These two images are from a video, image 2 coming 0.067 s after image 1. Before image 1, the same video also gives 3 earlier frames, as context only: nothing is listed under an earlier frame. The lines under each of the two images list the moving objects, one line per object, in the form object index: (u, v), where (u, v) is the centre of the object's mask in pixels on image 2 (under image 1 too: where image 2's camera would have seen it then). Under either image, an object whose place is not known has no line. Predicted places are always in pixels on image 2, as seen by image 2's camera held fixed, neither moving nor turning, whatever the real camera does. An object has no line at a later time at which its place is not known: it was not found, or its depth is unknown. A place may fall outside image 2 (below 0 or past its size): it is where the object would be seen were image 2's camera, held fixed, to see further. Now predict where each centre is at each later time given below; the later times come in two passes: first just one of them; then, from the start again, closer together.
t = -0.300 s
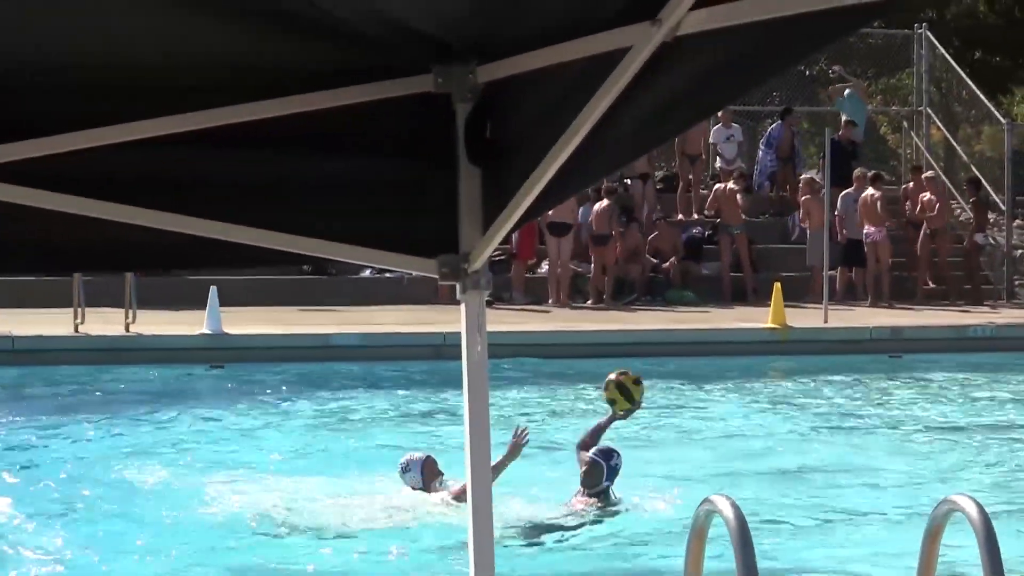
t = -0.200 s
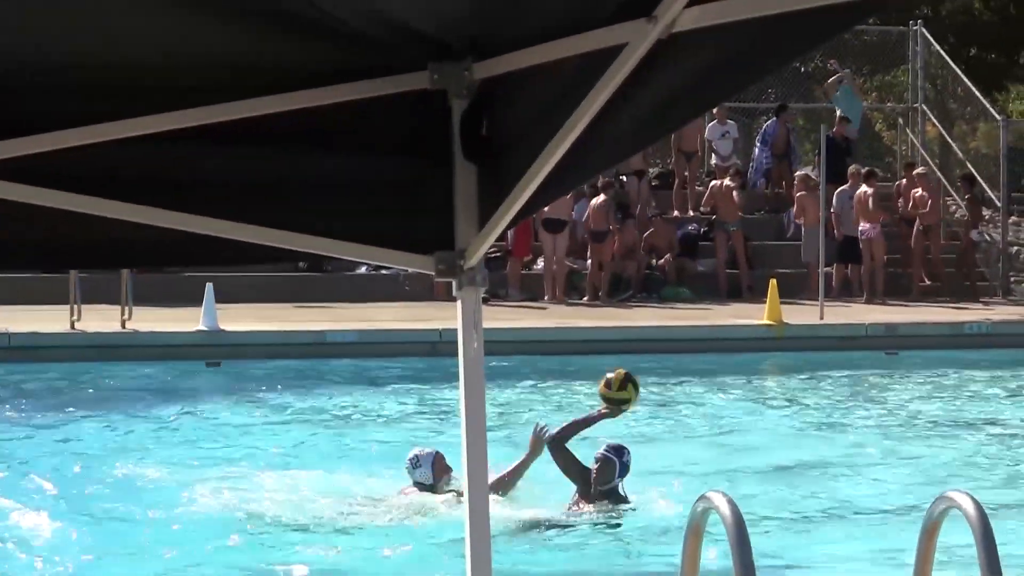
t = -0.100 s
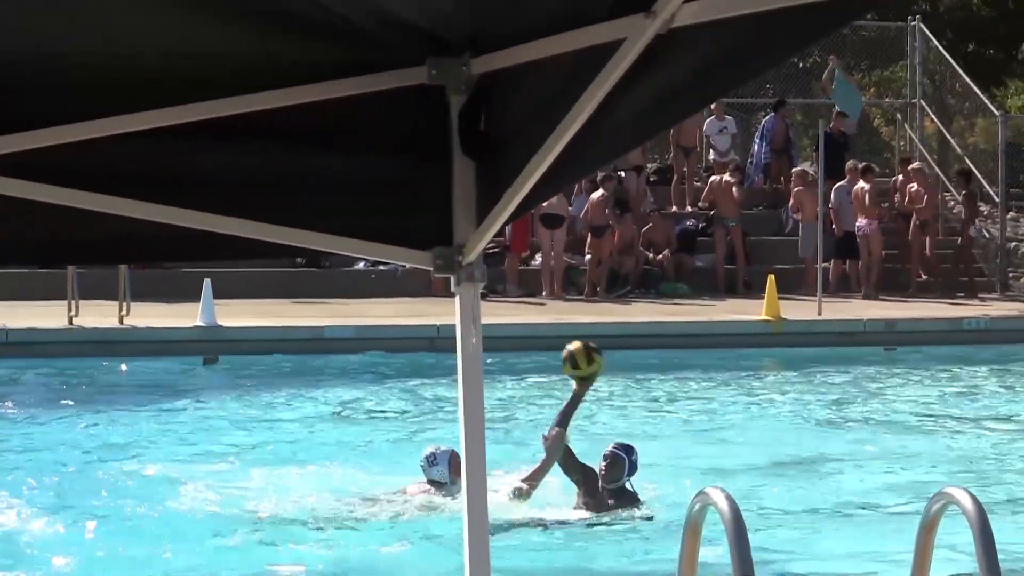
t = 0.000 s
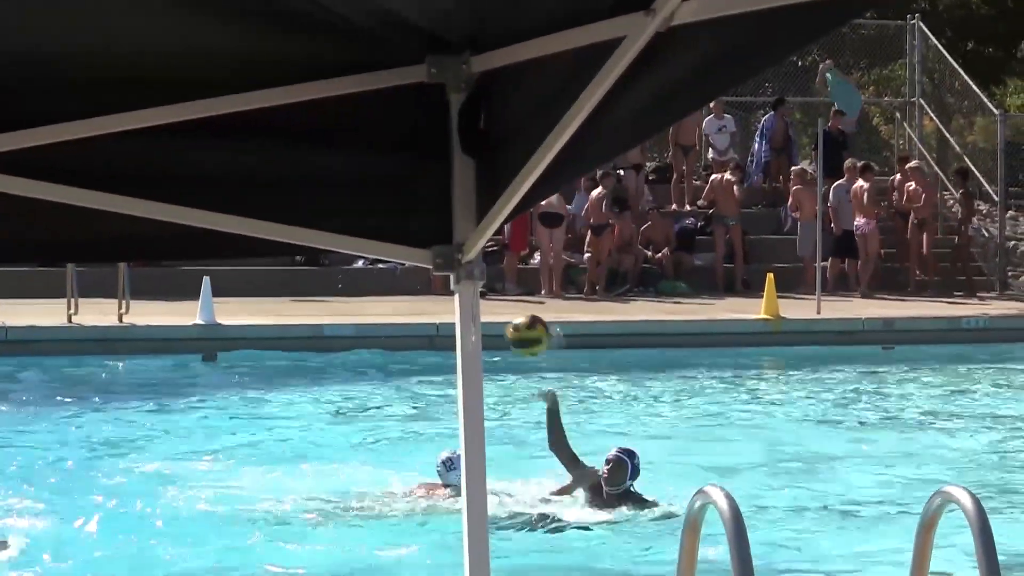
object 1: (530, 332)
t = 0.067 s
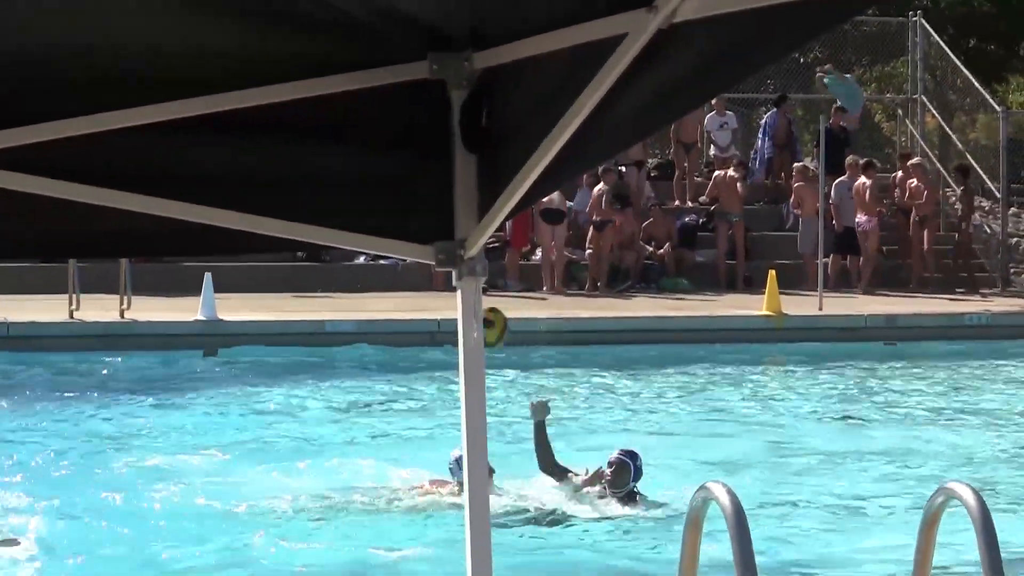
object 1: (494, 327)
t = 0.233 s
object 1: (359, 359)
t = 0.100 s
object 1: (450, 329)
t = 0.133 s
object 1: (437, 333)
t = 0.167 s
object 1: (413, 338)
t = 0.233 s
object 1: (359, 359)
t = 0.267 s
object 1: (334, 373)
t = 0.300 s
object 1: (306, 390)
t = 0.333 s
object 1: (275, 410)
